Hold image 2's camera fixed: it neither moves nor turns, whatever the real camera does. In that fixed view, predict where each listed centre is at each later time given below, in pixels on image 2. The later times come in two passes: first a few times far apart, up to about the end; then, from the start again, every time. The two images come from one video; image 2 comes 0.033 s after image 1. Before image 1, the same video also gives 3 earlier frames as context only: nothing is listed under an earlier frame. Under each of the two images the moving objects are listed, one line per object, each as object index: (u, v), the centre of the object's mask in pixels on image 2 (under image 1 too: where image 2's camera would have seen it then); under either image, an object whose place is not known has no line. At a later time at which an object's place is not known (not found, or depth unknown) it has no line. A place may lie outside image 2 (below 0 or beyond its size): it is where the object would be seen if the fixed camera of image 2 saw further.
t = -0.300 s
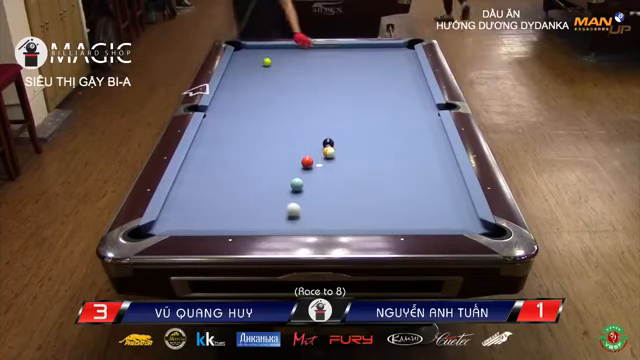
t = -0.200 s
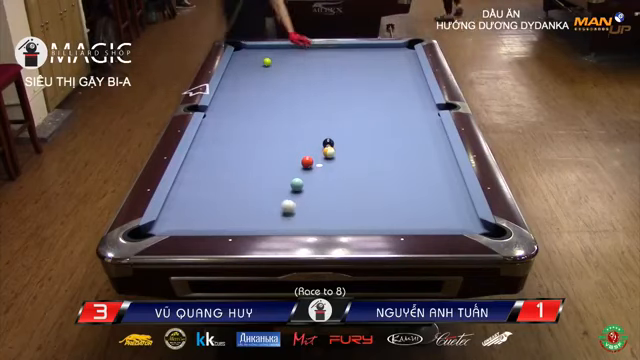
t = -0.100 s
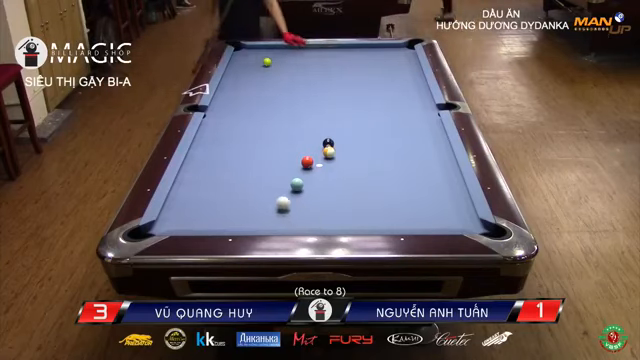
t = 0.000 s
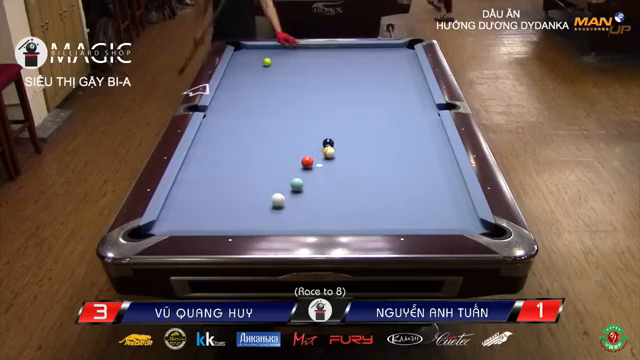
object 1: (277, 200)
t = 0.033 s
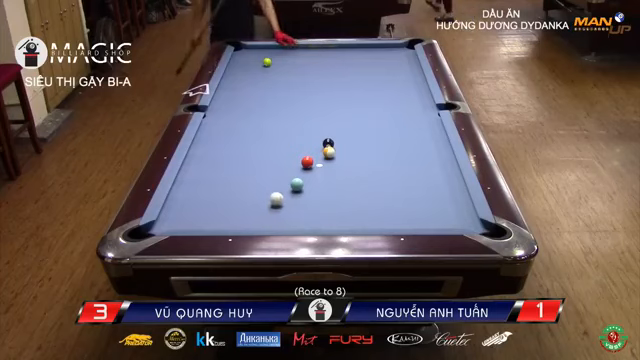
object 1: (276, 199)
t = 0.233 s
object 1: (267, 193)
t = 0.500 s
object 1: (257, 186)
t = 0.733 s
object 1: (248, 181)
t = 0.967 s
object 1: (240, 175)
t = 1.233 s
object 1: (232, 170)
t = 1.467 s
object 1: (226, 166)
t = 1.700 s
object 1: (221, 162)
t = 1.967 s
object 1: (216, 158)
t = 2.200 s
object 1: (211, 155)
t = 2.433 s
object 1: (208, 152)
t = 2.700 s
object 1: (204, 150)
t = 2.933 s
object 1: (201, 147)
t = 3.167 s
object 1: (199, 145)
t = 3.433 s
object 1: (197, 143)
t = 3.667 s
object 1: (197, 142)
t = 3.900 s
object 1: (198, 142)
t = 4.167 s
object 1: (198, 142)
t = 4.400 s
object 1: (198, 142)
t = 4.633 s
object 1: (198, 142)
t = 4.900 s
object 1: (198, 142)
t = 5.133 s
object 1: (198, 142)
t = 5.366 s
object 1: (198, 142)
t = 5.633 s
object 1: (198, 142)
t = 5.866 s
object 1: (198, 142)
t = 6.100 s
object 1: (198, 142)
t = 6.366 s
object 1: (198, 142)
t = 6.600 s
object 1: (198, 142)
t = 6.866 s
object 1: (198, 142)
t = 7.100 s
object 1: (198, 142)
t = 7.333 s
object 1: (198, 142)
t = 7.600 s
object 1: (198, 142)
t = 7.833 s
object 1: (198, 142)
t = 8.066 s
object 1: (198, 142)
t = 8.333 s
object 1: (198, 142)
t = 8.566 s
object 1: (198, 142)
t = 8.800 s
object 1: (198, 142)
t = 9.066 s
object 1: (198, 142)
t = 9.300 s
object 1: (198, 142)
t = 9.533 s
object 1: (198, 142)
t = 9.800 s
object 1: (198, 142)
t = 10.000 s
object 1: (198, 142)
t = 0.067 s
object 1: (274, 199)
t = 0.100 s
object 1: (273, 197)
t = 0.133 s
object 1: (271, 196)
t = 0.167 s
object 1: (270, 195)
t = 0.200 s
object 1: (269, 194)
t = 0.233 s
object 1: (267, 193)
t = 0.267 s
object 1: (266, 192)
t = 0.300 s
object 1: (264, 191)
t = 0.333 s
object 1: (263, 190)
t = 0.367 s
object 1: (262, 189)
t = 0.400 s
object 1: (261, 188)
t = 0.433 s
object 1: (259, 188)
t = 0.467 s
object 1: (258, 187)
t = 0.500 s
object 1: (257, 186)
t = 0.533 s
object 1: (255, 185)
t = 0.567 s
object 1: (254, 184)
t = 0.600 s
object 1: (252, 184)
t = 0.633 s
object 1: (251, 183)
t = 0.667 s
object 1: (250, 182)
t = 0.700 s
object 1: (249, 181)
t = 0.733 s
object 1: (248, 181)
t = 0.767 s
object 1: (246, 180)
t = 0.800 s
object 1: (245, 179)
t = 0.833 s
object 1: (244, 178)
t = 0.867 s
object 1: (243, 178)
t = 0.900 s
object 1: (242, 177)
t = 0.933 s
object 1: (241, 176)
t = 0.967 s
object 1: (240, 175)
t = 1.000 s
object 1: (239, 175)
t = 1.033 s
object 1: (238, 174)
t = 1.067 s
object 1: (237, 173)
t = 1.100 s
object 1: (236, 172)
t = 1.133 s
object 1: (235, 172)
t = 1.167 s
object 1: (234, 171)
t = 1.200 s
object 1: (233, 171)
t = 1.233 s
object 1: (232, 170)
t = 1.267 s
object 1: (232, 169)
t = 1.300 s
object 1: (231, 169)
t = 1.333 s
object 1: (229, 168)
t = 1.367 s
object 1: (229, 167)
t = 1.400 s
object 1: (228, 167)
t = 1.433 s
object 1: (227, 166)
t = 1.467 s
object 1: (226, 166)
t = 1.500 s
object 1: (225, 165)
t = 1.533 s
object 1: (225, 164)
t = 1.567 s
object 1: (224, 164)
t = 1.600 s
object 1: (223, 163)
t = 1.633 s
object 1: (222, 163)
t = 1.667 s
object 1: (221, 163)
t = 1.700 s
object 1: (221, 162)
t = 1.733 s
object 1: (220, 161)
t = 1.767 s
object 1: (219, 161)
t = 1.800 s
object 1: (219, 160)
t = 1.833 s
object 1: (218, 160)
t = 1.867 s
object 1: (217, 159)
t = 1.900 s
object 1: (217, 159)
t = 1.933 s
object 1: (216, 158)
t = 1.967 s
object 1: (216, 158)
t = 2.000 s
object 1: (215, 157)
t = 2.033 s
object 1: (214, 157)
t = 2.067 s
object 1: (214, 156)
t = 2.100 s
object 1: (213, 156)
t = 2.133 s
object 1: (212, 155)
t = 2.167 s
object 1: (212, 155)
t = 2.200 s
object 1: (211, 155)
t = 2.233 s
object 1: (211, 154)
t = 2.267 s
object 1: (210, 154)
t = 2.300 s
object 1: (210, 153)
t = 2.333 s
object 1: (210, 153)
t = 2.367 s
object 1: (209, 153)
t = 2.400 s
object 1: (208, 152)
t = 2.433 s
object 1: (208, 152)
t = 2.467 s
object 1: (207, 152)
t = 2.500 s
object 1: (207, 151)
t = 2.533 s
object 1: (206, 151)
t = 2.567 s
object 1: (206, 151)
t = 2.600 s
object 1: (205, 150)
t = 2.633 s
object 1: (205, 150)
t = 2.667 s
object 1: (205, 150)
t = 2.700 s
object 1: (204, 150)
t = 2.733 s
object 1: (204, 149)
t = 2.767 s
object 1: (204, 149)
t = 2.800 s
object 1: (203, 148)
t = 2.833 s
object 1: (202, 148)
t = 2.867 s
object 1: (202, 148)
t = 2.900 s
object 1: (201, 147)
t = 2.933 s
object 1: (201, 147)
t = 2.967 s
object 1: (201, 147)
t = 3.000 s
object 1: (201, 147)
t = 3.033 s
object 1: (200, 146)
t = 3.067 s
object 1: (200, 146)
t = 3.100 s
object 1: (200, 146)
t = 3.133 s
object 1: (200, 146)
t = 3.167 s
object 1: (199, 145)
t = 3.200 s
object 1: (198, 145)
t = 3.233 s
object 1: (198, 145)
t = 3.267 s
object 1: (198, 145)
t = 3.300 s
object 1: (198, 144)
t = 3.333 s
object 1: (198, 144)
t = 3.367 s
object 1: (198, 144)
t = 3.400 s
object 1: (198, 144)
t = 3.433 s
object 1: (197, 143)
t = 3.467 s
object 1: (197, 143)
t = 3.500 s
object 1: (197, 143)
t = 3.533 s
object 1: (197, 143)
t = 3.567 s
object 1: (197, 143)
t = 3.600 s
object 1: (197, 143)
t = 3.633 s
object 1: (197, 143)
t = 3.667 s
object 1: (197, 142)
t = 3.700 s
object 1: (197, 142)
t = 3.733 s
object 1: (198, 142)
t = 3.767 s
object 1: (198, 142)
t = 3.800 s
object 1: (198, 142)
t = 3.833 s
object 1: (198, 142)
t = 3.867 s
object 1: (198, 142)
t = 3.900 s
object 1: (198, 142)
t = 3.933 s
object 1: (198, 142)
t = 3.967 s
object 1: (198, 142)
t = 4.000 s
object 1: (198, 142)
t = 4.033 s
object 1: (198, 142)
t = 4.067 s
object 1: (198, 142)
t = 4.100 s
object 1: (198, 142)
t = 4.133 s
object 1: (198, 142)
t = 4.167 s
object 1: (198, 142)
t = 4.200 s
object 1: (198, 142)
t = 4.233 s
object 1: (198, 142)
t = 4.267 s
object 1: (198, 142)
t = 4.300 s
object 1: (198, 142)
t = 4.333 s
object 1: (198, 142)
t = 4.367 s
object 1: (198, 142)
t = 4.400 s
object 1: (198, 142)
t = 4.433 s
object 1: (198, 142)
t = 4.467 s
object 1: (198, 142)
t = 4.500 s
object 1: (198, 142)
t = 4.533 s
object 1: (198, 142)
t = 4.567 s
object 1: (198, 142)
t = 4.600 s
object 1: (198, 142)
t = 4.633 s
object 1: (198, 142)
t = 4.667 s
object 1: (198, 142)
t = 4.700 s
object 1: (198, 142)
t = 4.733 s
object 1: (198, 142)
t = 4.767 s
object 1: (198, 142)
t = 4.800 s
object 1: (198, 142)
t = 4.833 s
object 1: (198, 142)
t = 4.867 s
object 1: (198, 142)
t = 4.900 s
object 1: (198, 142)
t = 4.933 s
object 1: (198, 142)
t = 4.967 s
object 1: (198, 142)
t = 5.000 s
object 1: (198, 142)
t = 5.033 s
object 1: (198, 142)
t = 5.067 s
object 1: (198, 142)
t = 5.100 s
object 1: (198, 142)
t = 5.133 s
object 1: (198, 142)
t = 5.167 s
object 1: (198, 142)
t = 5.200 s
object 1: (198, 142)
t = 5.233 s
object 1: (198, 142)
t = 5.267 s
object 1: (198, 142)
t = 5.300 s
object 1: (198, 142)
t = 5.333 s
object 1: (198, 142)
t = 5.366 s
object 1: (198, 142)
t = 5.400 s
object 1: (198, 142)
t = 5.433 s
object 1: (198, 142)
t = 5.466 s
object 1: (198, 142)
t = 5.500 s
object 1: (198, 142)
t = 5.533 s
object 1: (198, 142)
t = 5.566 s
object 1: (198, 142)
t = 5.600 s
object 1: (198, 142)
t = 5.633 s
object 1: (198, 142)
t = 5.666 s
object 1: (198, 142)
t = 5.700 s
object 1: (198, 142)
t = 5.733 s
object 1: (198, 142)
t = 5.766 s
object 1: (198, 142)
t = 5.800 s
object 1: (198, 142)
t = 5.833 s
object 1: (198, 142)
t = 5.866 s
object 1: (198, 142)
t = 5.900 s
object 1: (198, 142)
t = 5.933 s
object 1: (198, 142)
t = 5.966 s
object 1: (198, 142)
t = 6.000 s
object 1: (198, 142)
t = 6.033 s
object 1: (198, 142)
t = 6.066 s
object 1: (198, 142)
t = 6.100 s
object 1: (198, 142)
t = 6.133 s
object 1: (198, 142)
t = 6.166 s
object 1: (198, 142)
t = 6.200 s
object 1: (198, 142)
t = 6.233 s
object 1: (198, 142)
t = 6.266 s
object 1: (198, 142)
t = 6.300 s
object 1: (198, 142)
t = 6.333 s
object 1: (198, 142)
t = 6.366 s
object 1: (198, 142)
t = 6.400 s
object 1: (198, 142)
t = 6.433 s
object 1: (198, 142)
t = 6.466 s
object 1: (198, 142)
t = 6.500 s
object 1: (198, 142)
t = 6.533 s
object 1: (198, 142)
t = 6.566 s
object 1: (198, 142)
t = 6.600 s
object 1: (198, 142)
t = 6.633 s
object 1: (198, 142)
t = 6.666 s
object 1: (198, 142)
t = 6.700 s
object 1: (198, 142)
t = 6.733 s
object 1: (198, 142)
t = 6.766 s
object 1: (198, 142)
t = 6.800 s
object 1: (198, 142)
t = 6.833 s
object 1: (198, 142)
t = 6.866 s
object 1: (198, 142)
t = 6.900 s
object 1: (198, 142)
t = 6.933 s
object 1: (198, 142)
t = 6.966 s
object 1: (198, 142)
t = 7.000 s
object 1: (198, 142)
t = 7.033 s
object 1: (198, 142)
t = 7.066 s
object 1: (198, 142)
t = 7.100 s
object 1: (198, 142)
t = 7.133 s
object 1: (198, 142)
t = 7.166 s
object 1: (198, 142)
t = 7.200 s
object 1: (198, 142)
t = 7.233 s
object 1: (198, 142)
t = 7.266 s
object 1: (198, 142)
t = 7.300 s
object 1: (198, 142)
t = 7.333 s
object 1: (198, 142)
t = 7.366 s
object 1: (198, 142)
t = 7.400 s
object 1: (198, 142)
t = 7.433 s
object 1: (198, 142)
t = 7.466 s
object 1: (198, 142)
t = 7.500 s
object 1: (198, 142)
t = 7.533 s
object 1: (198, 142)
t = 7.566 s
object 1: (198, 142)
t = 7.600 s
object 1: (198, 142)
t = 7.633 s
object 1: (198, 142)
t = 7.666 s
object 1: (198, 142)
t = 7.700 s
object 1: (198, 142)
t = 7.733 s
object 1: (198, 142)
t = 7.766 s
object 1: (198, 142)
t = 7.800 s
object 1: (198, 142)
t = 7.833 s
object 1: (198, 142)
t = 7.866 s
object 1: (198, 142)
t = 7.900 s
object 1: (198, 142)
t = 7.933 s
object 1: (198, 142)
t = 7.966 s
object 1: (198, 142)
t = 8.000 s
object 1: (198, 142)
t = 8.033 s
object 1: (198, 142)
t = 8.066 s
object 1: (198, 142)
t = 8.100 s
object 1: (198, 142)
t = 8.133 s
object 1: (198, 142)
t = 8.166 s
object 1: (198, 142)
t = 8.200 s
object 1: (198, 142)
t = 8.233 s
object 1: (198, 142)
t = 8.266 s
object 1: (198, 142)
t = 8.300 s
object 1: (198, 142)
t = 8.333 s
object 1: (198, 142)
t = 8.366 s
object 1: (198, 142)
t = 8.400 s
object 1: (198, 142)
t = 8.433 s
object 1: (198, 142)
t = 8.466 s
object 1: (198, 142)
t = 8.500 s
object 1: (198, 142)
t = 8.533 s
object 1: (198, 142)
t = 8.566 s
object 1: (198, 142)
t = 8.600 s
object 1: (198, 142)
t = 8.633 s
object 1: (198, 142)
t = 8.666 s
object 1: (198, 142)
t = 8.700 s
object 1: (198, 142)
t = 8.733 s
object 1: (198, 142)
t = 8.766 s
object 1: (198, 142)
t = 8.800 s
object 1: (198, 142)
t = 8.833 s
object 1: (198, 142)
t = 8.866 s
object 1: (198, 142)
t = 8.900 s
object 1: (198, 142)
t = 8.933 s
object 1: (198, 142)
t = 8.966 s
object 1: (198, 142)
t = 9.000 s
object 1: (198, 142)
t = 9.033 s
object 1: (198, 142)
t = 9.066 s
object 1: (198, 142)
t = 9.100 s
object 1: (198, 142)
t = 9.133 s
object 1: (198, 142)
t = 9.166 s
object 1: (198, 142)
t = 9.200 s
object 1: (198, 142)
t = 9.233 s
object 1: (198, 142)
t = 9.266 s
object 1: (198, 142)
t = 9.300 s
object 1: (198, 142)
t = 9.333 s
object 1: (198, 142)
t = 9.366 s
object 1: (198, 142)
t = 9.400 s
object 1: (198, 142)
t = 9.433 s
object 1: (198, 142)
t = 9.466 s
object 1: (198, 142)
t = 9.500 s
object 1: (198, 142)
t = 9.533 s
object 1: (198, 142)
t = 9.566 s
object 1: (198, 142)
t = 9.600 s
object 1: (198, 142)
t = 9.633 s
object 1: (198, 142)
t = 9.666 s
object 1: (198, 142)
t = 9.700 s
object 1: (198, 142)
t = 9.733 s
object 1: (198, 142)
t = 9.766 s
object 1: (198, 142)
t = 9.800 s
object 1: (198, 142)
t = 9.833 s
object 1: (198, 142)
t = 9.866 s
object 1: (198, 142)
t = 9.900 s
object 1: (198, 142)
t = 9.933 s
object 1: (198, 142)
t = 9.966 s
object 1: (198, 142)
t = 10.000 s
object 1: (198, 142)
